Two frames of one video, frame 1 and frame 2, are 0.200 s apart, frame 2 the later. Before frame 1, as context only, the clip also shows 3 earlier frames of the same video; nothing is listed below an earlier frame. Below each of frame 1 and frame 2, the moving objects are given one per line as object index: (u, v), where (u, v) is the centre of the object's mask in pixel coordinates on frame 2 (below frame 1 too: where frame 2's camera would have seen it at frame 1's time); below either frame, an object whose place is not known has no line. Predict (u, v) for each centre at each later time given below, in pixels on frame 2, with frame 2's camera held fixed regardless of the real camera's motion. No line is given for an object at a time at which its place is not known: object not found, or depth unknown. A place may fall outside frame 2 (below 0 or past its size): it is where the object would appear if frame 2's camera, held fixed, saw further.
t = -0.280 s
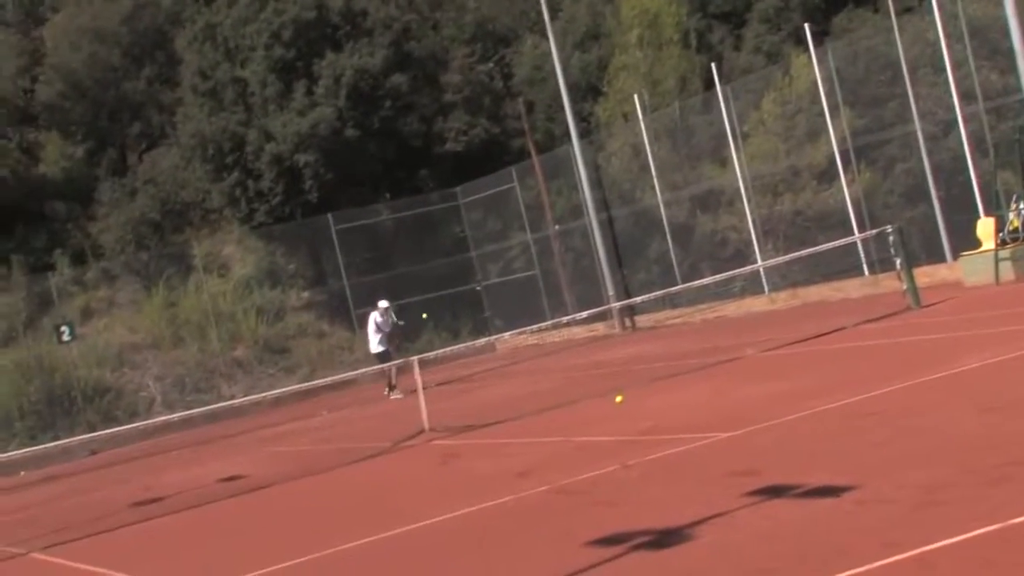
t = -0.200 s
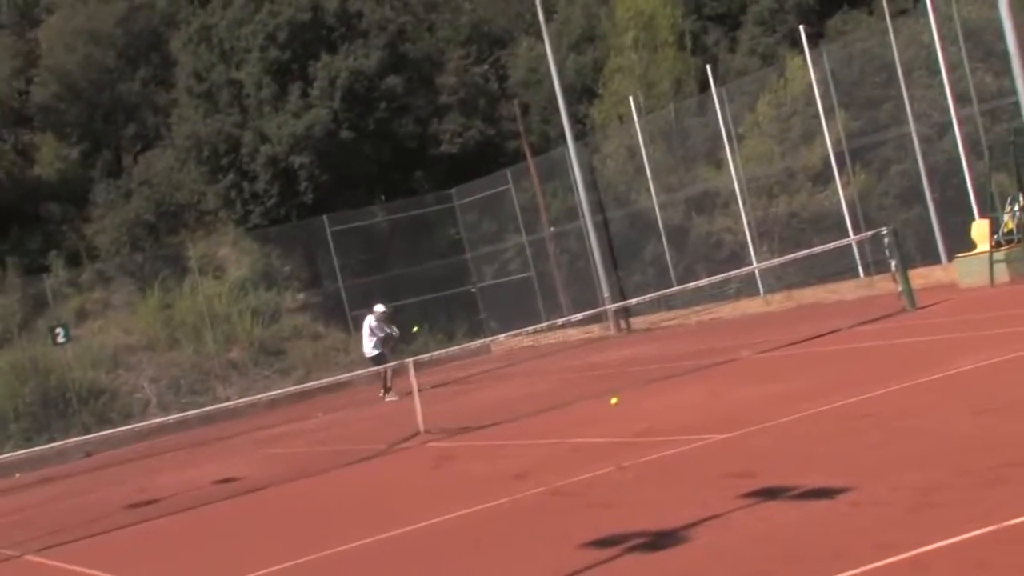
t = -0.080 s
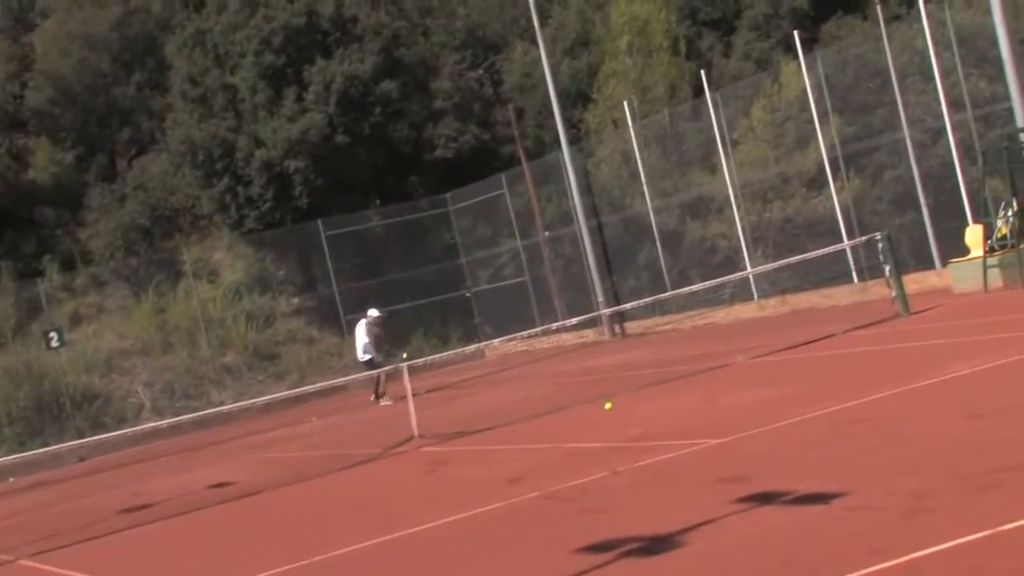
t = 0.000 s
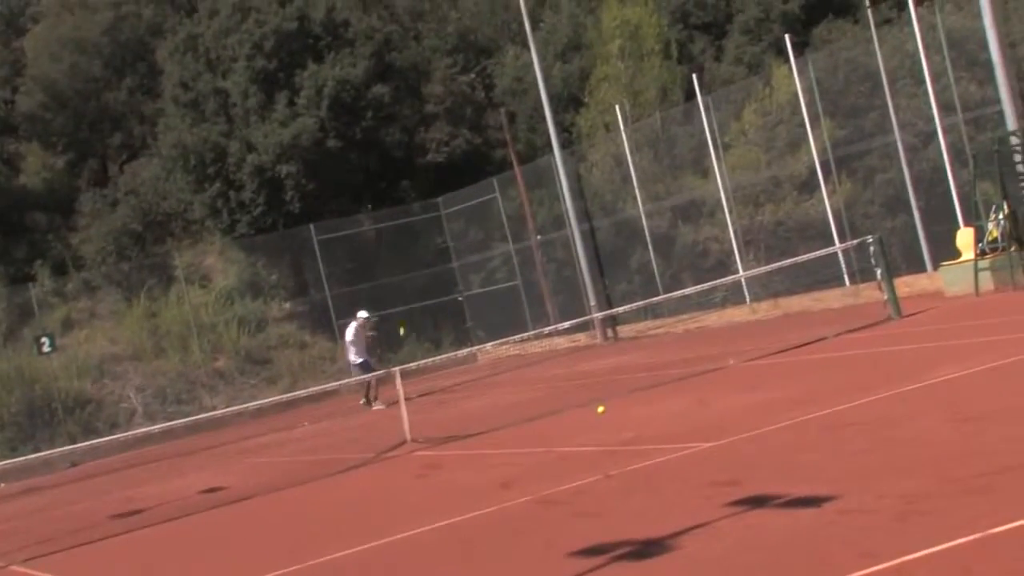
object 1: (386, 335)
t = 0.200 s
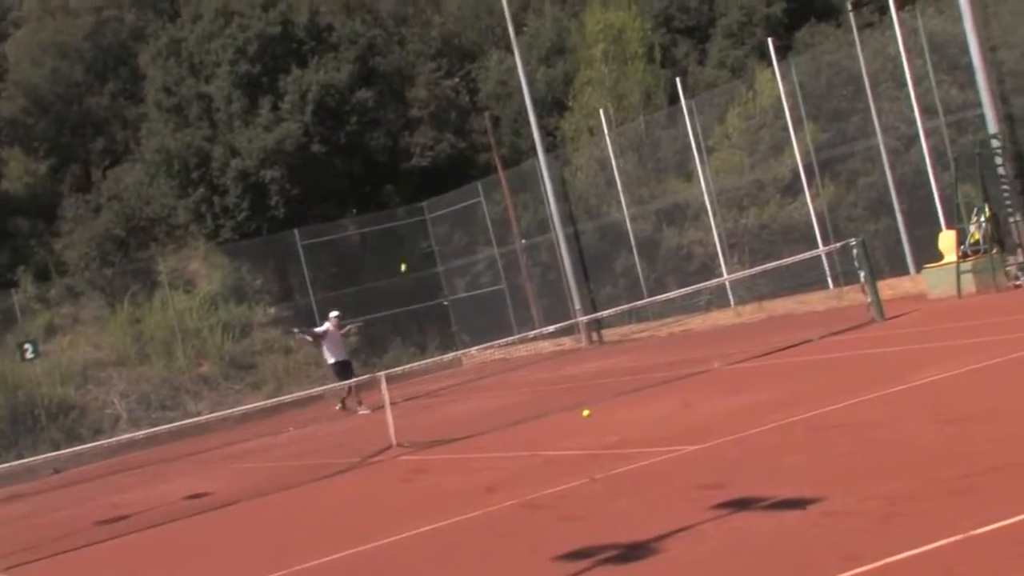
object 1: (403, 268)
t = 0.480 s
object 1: (440, 198)
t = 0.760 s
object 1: (501, 171)
